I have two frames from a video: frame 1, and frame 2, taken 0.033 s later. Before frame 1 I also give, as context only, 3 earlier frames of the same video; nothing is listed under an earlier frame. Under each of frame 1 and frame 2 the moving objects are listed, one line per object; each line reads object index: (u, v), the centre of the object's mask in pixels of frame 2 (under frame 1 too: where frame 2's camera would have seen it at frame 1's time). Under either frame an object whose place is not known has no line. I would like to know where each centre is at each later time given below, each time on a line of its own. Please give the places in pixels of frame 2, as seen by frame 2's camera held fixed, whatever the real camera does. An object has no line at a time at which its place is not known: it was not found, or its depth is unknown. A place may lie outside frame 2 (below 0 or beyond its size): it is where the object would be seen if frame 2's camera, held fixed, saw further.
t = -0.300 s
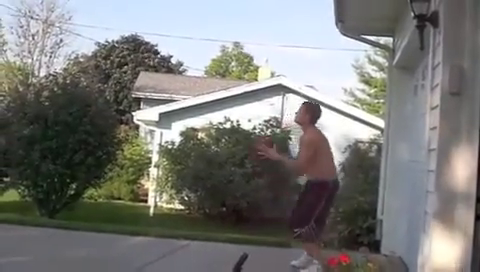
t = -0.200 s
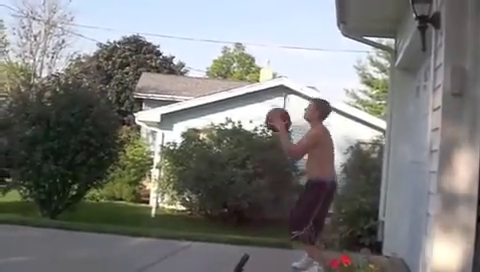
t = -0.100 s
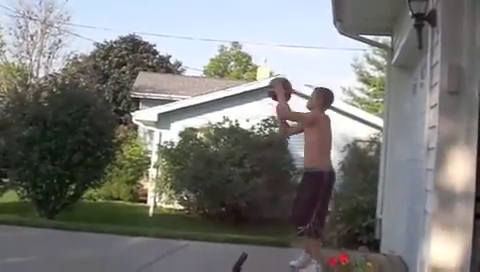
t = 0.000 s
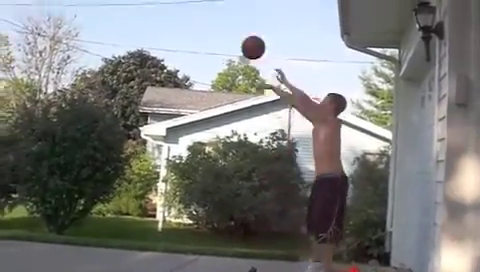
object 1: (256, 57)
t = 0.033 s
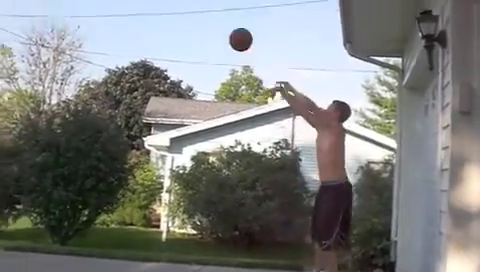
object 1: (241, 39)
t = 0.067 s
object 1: (226, 23)
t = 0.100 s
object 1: (211, 9)
